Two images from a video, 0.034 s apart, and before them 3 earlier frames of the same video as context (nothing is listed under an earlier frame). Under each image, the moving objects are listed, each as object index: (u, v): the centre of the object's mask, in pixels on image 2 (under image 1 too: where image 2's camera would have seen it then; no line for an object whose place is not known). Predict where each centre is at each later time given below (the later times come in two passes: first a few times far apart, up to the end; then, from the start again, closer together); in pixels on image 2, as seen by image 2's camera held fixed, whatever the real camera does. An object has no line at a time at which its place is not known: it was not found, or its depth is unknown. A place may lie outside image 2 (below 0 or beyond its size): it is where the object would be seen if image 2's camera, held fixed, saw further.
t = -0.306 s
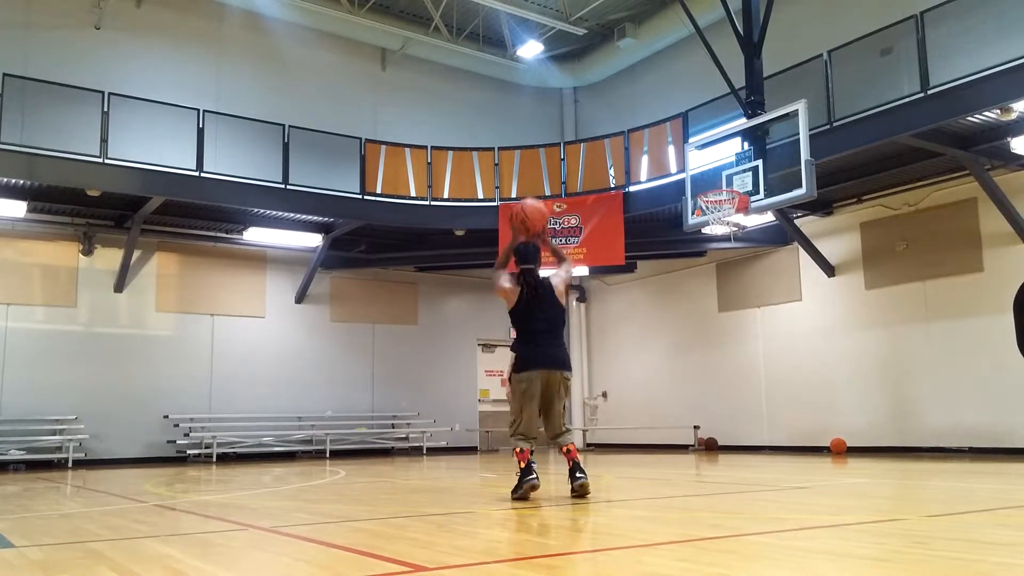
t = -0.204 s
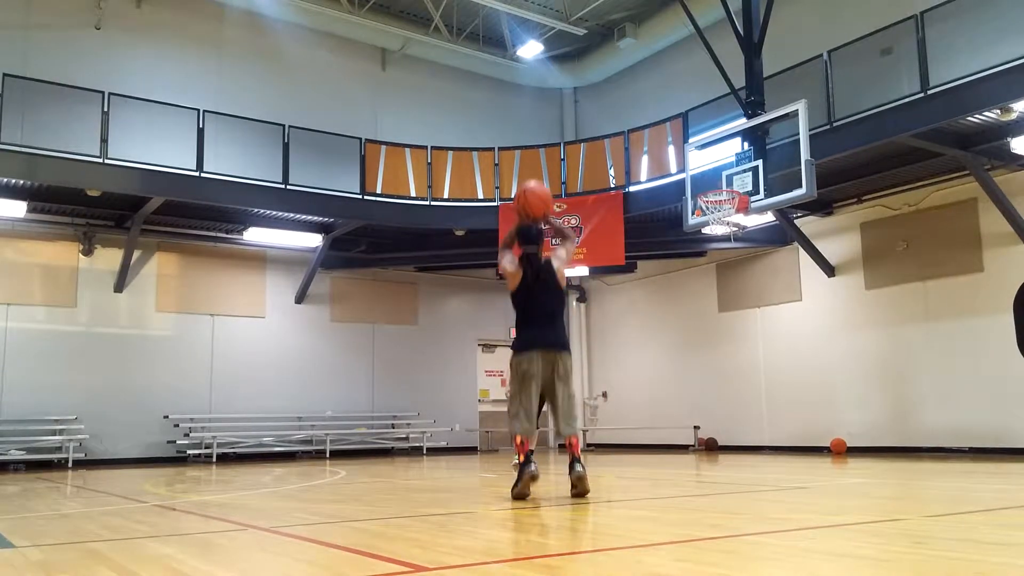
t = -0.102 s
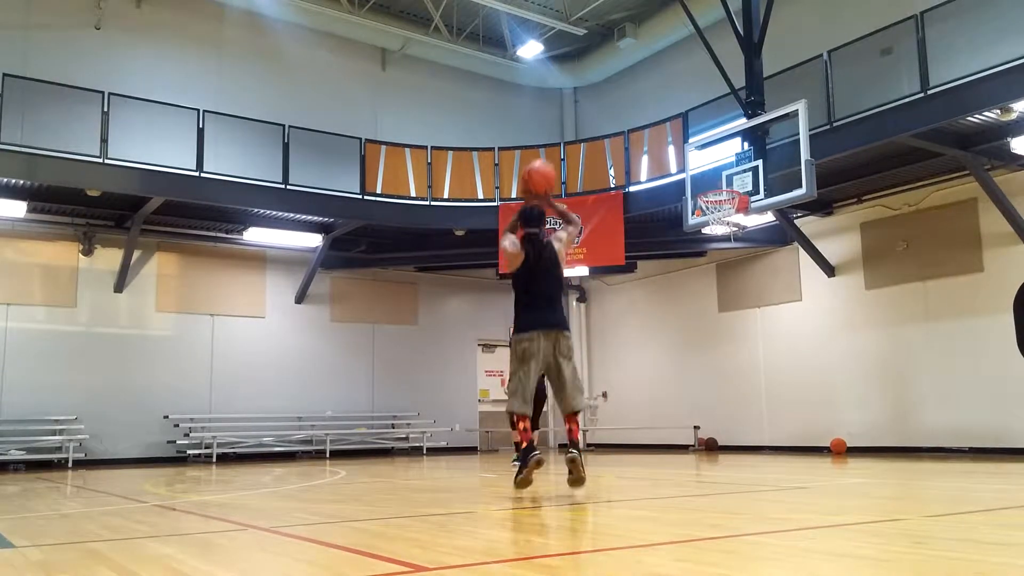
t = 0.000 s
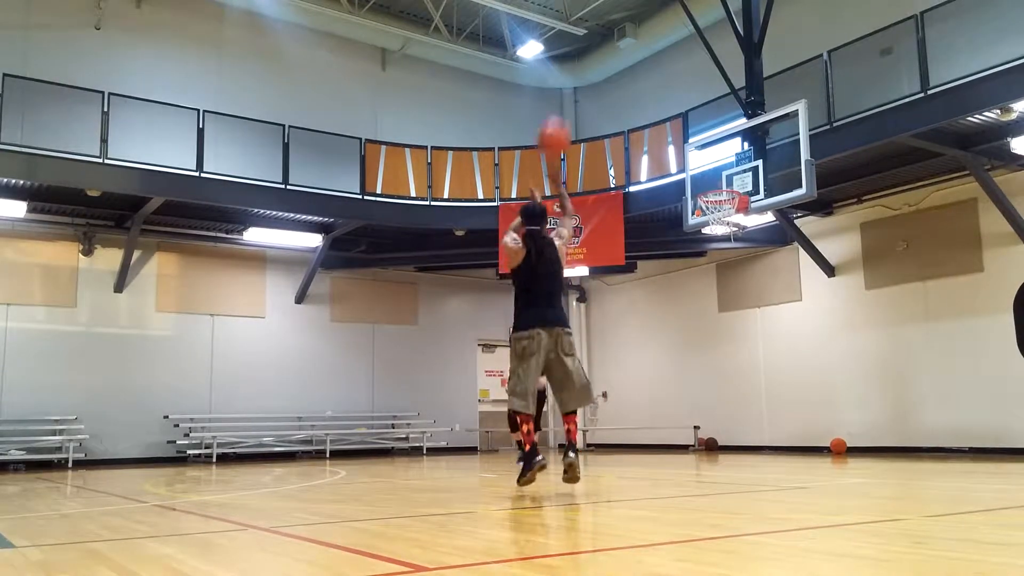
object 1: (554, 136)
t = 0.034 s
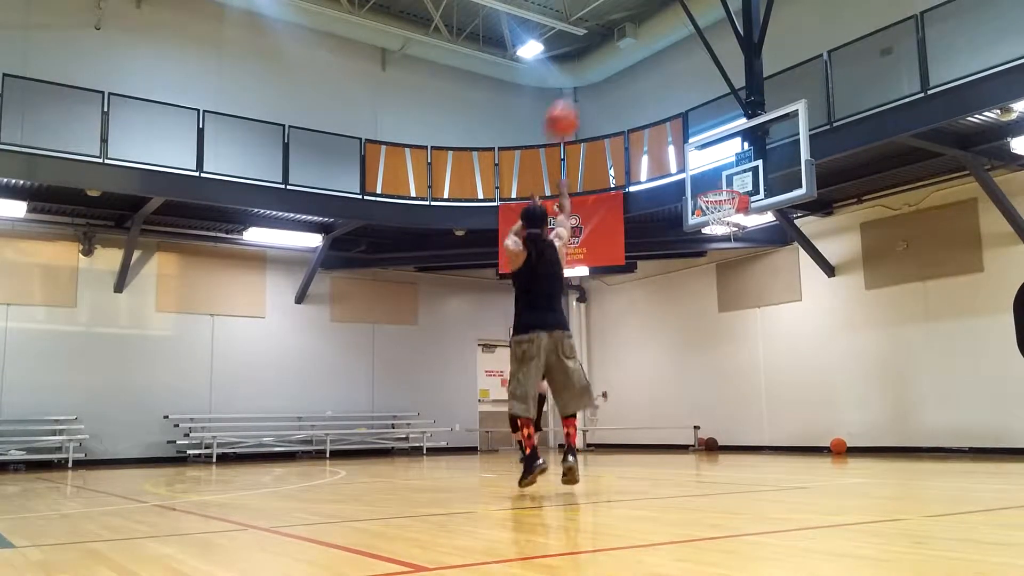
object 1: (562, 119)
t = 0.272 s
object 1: (610, 52)
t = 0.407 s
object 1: (632, 47)
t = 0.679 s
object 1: (669, 90)
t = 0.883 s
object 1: (692, 156)
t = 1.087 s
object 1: (673, 166)
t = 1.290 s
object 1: (632, 168)
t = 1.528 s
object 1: (585, 208)
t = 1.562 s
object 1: (579, 220)
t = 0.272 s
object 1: (610, 52)
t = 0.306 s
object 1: (616, 49)
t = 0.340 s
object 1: (621, 47)
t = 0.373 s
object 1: (627, 47)
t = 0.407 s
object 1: (632, 47)
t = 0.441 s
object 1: (637, 49)
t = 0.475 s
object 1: (643, 52)
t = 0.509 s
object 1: (647, 55)
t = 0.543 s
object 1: (651, 61)
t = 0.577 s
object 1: (656, 67)
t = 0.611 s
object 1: (660, 74)
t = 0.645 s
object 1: (665, 81)
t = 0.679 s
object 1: (669, 90)
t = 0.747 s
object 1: (678, 108)
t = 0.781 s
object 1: (682, 120)
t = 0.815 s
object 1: (683, 129)
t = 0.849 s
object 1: (689, 143)
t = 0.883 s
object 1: (692, 156)
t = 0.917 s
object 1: (697, 176)
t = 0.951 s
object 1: (700, 184)
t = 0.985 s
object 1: (696, 181)
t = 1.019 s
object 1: (688, 177)
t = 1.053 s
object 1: (681, 172)
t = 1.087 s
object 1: (673, 166)
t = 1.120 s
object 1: (664, 165)
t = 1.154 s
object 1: (658, 165)
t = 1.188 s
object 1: (656, 166)
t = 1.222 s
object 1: (645, 165)
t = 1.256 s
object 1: (637, 167)
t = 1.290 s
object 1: (632, 168)
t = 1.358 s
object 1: (619, 177)
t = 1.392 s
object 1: (612, 181)
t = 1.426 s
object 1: (603, 186)
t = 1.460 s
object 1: (599, 190)
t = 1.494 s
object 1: (590, 200)
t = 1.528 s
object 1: (585, 208)
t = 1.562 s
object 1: (579, 220)
